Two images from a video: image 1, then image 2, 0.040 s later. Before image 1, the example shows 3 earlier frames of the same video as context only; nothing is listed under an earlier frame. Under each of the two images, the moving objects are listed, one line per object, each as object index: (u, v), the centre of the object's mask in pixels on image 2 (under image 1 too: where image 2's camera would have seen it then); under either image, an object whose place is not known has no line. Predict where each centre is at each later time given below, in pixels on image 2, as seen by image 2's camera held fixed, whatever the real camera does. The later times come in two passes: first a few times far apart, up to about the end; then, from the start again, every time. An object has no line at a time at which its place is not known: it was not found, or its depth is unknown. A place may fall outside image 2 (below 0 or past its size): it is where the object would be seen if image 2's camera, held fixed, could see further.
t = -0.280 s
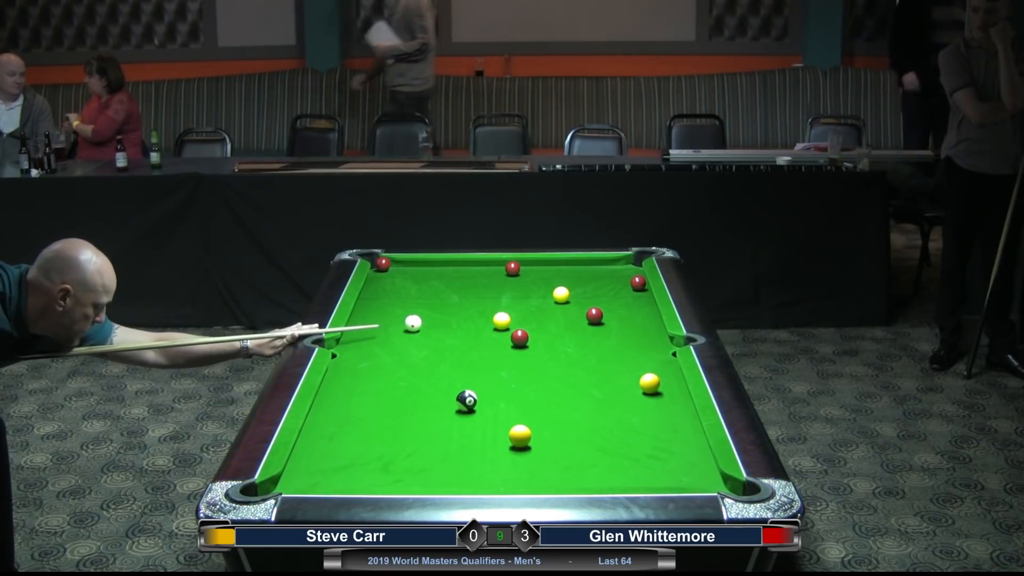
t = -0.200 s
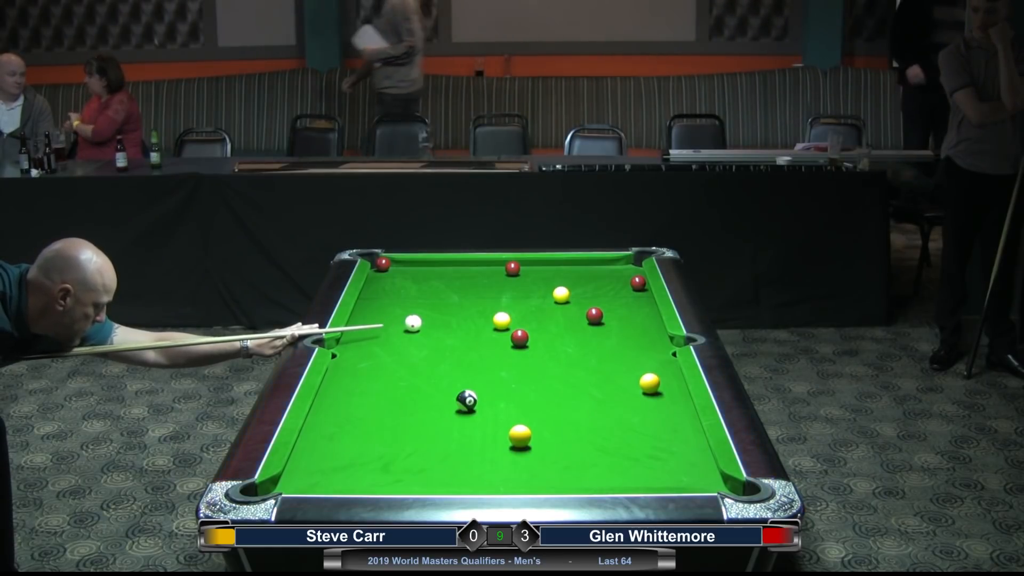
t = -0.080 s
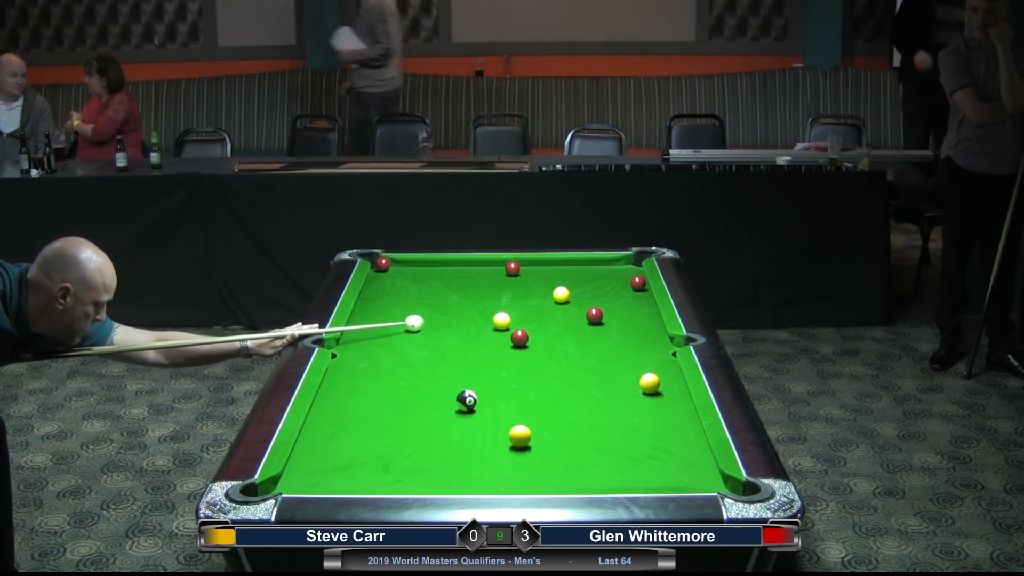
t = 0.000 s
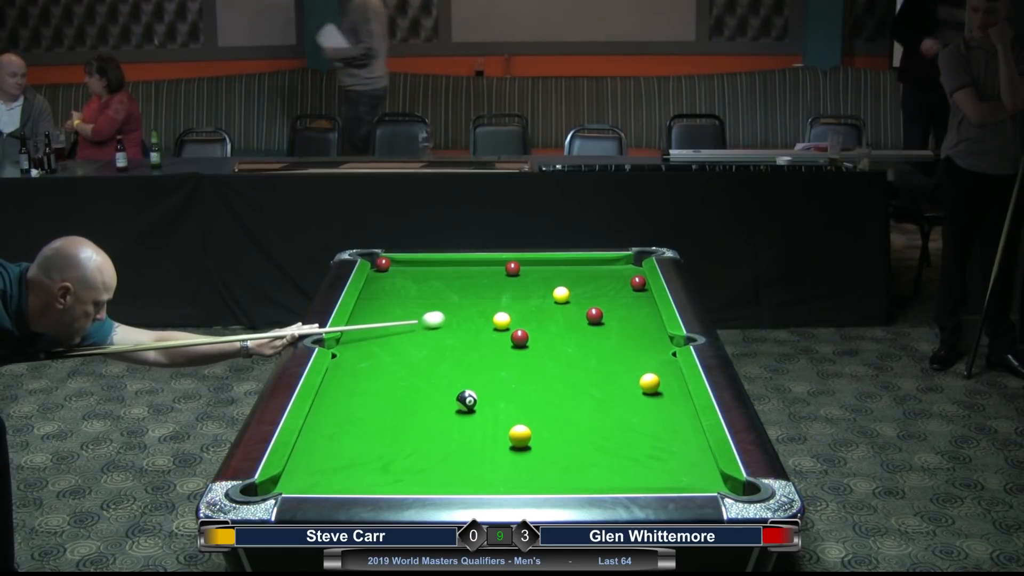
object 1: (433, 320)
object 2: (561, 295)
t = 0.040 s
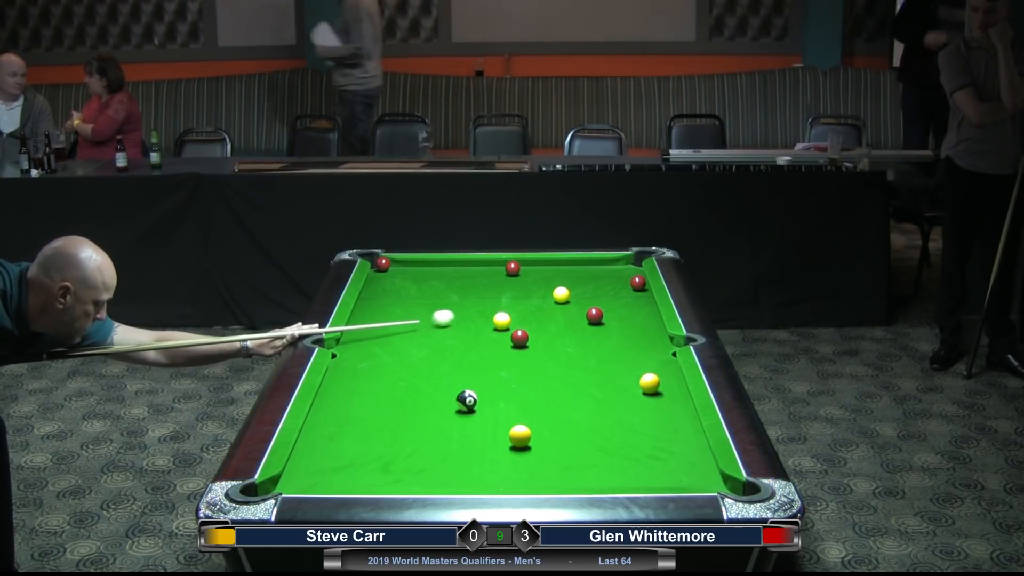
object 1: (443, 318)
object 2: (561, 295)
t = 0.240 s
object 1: (488, 310)
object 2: (561, 295)
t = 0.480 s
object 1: (540, 302)
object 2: (561, 295)
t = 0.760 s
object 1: (579, 301)
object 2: (571, 288)
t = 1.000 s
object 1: (607, 302)
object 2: (583, 283)
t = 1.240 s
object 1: (632, 303)
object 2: (593, 278)
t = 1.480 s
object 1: (644, 304)
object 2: (601, 273)
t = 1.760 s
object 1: (628, 305)
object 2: (610, 269)
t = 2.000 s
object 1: (615, 306)
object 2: (616, 265)
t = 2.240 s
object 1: (605, 306)
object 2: (621, 263)
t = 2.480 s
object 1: (596, 305)
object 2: (625, 260)
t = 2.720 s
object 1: (588, 305)
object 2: (629, 260)
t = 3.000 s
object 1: (583, 307)
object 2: (632, 260)
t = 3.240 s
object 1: (580, 308)
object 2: (633, 261)
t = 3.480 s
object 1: (580, 308)
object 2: (633, 261)
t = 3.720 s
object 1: (580, 308)
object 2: (633, 261)
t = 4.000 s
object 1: (580, 308)
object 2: (633, 261)
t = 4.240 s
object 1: (580, 308)
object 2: (633, 261)
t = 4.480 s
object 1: (580, 308)
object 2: (633, 261)
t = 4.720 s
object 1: (580, 308)
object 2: (633, 261)
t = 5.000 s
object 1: (580, 308)
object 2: (633, 260)
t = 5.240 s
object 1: (580, 308)
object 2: (633, 260)
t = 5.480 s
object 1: (580, 308)
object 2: (633, 260)
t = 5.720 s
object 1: (580, 308)
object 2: (633, 261)
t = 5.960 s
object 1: (580, 308)
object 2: (633, 260)
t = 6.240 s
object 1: (580, 308)
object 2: (633, 261)
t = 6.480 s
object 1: (580, 308)
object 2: (633, 260)
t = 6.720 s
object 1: (580, 308)
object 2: (633, 261)
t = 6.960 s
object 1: (580, 308)
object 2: (633, 260)
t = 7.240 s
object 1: (580, 308)
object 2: (633, 261)
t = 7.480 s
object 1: (580, 308)
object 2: (633, 261)
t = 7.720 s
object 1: (580, 308)
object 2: (633, 260)
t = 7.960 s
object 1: (580, 308)
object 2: (633, 260)
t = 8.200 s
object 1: (580, 308)
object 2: (633, 260)
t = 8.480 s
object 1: (580, 308)
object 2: (633, 260)
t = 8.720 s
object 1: (580, 308)
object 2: (633, 260)
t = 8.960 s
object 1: (580, 308)
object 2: (633, 261)
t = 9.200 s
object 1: (580, 308)
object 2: (633, 260)
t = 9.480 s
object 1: (580, 308)
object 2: (633, 261)
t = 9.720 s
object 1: (580, 308)
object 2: (633, 261)
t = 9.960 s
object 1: (580, 308)
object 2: (633, 261)
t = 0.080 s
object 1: (452, 317)
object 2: (561, 295)
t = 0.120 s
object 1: (462, 315)
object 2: (561, 295)
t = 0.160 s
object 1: (471, 313)
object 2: (561, 295)
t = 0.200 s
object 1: (480, 312)
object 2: (561, 295)
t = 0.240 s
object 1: (488, 310)
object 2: (561, 295)
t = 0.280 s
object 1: (497, 307)
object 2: (561, 295)
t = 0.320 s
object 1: (506, 306)
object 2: (561, 295)
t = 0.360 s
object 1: (515, 306)
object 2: (561, 295)
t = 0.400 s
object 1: (523, 304)
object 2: (561, 295)
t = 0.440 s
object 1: (531, 303)
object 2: (561, 295)
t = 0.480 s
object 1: (540, 302)
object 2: (561, 295)
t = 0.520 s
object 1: (547, 300)
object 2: (562, 294)
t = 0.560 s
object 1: (554, 300)
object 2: (564, 292)
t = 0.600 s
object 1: (559, 300)
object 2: (565, 290)
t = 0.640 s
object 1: (564, 300)
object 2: (566, 289)
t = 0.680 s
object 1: (569, 301)
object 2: (568, 288)
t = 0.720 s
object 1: (574, 301)
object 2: (570, 288)
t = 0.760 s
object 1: (579, 301)
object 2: (571, 288)
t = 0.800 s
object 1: (583, 301)
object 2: (573, 287)
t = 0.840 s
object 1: (588, 301)
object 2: (576, 286)
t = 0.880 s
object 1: (593, 301)
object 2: (578, 286)
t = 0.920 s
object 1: (598, 301)
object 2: (579, 285)
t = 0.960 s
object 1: (602, 302)
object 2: (581, 284)
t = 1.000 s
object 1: (607, 302)
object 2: (583, 283)
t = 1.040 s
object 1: (611, 302)
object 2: (585, 282)
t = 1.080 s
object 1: (615, 302)
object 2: (586, 281)
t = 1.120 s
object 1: (619, 303)
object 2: (588, 280)
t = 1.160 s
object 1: (624, 303)
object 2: (589, 279)
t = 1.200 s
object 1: (628, 303)
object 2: (591, 278)
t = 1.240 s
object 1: (632, 303)
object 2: (593, 278)
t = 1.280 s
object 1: (636, 303)
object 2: (594, 277)
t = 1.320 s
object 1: (640, 304)
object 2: (596, 276)
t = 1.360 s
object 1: (644, 304)
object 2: (597, 275)
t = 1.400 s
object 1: (648, 304)
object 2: (598, 275)
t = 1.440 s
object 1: (647, 304)
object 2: (600, 274)
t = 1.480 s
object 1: (644, 304)
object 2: (601, 273)
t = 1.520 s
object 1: (642, 304)
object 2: (602, 272)
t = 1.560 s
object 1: (639, 305)
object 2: (604, 272)
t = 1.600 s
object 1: (637, 305)
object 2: (605, 271)
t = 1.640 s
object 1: (635, 305)
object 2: (606, 270)
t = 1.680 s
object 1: (632, 305)
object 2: (607, 270)
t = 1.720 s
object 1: (630, 305)
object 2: (608, 269)
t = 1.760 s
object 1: (628, 305)
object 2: (610, 269)
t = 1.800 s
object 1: (625, 305)
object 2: (611, 268)
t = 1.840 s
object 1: (623, 306)
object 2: (612, 267)
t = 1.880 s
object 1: (621, 306)
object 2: (613, 267)
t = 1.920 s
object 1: (619, 306)
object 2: (614, 266)
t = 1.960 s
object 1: (617, 306)
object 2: (614, 266)
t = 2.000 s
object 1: (615, 306)
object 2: (616, 265)
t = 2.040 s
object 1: (613, 306)
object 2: (616, 265)
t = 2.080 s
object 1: (611, 306)
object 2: (617, 264)
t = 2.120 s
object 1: (610, 306)
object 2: (618, 264)
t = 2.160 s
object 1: (608, 306)
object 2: (619, 263)
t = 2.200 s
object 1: (606, 306)
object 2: (620, 263)
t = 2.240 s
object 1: (605, 306)
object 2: (621, 263)
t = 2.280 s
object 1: (603, 306)
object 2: (621, 262)
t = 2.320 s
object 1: (602, 306)
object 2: (622, 262)
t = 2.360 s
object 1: (601, 305)
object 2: (623, 261)
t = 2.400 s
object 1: (599, 305)
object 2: (624, 261)
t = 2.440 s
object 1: (598, 305)
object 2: (624, 261)
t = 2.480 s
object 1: (596, 305)
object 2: (625, 260)
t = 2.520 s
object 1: (594, 304)
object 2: (626, 260)
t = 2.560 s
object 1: (593, 304)
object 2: (626, 260)
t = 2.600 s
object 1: (591, 304)
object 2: (627, 260)
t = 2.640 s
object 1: (590, 305)
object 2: (628, 260)
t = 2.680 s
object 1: (589, 305)
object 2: (629, 260)
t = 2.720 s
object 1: (588, 305)
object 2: (629, 260)
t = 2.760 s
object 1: (587, 306)
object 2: (630, 260)
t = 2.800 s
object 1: (586, 306)
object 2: (631, 260)
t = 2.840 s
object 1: (585, 306)
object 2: (631, 260)
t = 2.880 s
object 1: (585, 306)
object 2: (632, 260)
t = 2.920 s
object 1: (584, 307)
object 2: (632, 260)
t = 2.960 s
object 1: (583, 307)
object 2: (632, 260)
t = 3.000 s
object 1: (583, 307)
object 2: (632, 260)
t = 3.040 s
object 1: (582, 307)
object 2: (633, 260)
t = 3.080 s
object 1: (582, 308)
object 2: (633, 260)
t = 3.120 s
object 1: (581, 308)
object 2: (633, 260)
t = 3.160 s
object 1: (581, 308)
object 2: (633, 260)
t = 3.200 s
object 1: (581, 308)
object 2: (633, 261)
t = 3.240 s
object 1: (580, 308)
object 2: (633, 261)
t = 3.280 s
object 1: (580, 308)
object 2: (633, 261)
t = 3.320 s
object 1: (580, 308)
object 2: (633, 261)
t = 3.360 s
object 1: (580, 308)
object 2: (633, 260)
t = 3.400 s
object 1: (580, 308)
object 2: (633, 261)
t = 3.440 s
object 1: (580, 308)
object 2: (633, 261)
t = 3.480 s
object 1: (580, 308)
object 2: (633, 261)
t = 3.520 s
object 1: (580, 308)
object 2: (633, 261)
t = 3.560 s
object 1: (580, 308)
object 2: (633, 261)
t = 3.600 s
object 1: (580, 308)
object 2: (633, 261)
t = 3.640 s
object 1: (580, 308)
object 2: (633, 261)
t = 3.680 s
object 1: (580, 308)
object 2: (633, 261)
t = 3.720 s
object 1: (580, 308)
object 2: (633, 261)
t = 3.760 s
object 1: (580, 308)
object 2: (633, 261)
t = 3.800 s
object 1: (580, 308)
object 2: (633, 261)
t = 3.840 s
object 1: (580, 308)
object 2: (633, 261)
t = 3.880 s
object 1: (580, 308)
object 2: (633, 261)
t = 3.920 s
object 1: (580, 308)
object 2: (633, 261)
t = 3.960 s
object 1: (580, 308)
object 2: (633, 261)
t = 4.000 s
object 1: (580, 308)
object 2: (633, 261)
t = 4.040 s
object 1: (580, 308)
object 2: (633, 261)
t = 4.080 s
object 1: (580, 308)
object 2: (633, 261)
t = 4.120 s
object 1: (580, 308)
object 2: (633, 261)
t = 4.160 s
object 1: (580, 308)
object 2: (633, 261)
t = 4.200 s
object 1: (580, 308)
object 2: (633, 261)
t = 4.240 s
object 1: (580, 308)
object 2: (633, 261)
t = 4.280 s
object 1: (580, 308)
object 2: (633, 261)
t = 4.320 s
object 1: (580, 308)
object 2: (633, 261)
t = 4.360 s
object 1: (580, 308)
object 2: (633, 261)
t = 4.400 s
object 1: (580, 308)
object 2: (633, 261)
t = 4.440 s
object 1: (580, 308)
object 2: (633, 261)
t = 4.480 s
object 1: (580, 308)
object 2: (633, 261)
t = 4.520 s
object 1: (580, 308)
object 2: (633, 261)
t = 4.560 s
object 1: (580, 308)
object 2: (633, 261)
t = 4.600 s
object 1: (580, 308)
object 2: (633, 261)
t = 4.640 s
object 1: (580, 308)
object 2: (633, 261)
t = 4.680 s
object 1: (580, 308)
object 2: (633, 261)
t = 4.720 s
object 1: (580, 308)
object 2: (633, 261)
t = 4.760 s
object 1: (580, 308)
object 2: (633, 261)
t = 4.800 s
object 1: (580, 308)
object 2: (633, 261)
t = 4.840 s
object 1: (580, 308)
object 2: (633, 261)
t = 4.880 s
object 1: (580, 308)
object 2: (633, 260)
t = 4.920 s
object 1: (580, 308)
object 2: (633, 260)
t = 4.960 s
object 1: (580, 308)
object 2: (633, 260)
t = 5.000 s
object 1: (580, 308)
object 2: (633, 260)
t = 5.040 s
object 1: (580, 308)
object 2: (633, 260)
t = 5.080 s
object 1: (580, 308)
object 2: (633, 261)
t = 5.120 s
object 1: (580, 308)
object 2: (633, 260)
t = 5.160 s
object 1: (580, 308)
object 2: (633, 260)
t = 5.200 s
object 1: (580, 308)
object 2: (633, 260)
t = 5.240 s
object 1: (580, 308)
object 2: (633, 260)
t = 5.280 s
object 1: (580, 308)
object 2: (633, 260)
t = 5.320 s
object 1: (580, 308)
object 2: (633, 260)
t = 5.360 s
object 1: (580, 308)
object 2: (633, 261)
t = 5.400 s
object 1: (580, 308)
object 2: (633, 261)
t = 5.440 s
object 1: (580, 308)
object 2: (633, 260)
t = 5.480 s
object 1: (580, 308)
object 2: (633, 260)
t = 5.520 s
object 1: (580, 308)
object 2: (633, 260)
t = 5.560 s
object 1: (580, 308)
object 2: (633, 260)
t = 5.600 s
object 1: (580, 308)
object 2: (633, 261)
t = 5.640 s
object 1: (580, 308)
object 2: (633, 260)
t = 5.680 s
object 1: (580, 308)
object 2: (633, 260)
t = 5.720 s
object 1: (580, 308)
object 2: (633, 261)
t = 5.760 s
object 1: (580, 308)
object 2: (633, 260)
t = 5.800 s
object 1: (580, 308)
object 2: (633, 260)
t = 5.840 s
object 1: (580, 308)
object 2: (633, 260)
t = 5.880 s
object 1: (580, 308)
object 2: (633, 260)
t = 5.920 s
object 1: (580, 308)
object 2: (633, 260)
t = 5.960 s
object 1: (580, 308)
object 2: (633, 260)
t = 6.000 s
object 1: (580, 308)
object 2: (633, 260)
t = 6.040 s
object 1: (580, 308)
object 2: (633, 260)
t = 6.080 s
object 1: (580, 308)
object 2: (633, 260)
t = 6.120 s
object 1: (580, 308)
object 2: (633, 260)
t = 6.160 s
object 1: (580, 308)
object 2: (633, 261)
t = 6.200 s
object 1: (580, 308)
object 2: (633, 261)
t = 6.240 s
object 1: (580, 308)
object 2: (633, 261)
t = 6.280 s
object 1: (580, 308)
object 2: (633, 261)
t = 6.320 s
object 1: (580, 308)
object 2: (633, 260)
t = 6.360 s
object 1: (580, 308)
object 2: (633, 260)
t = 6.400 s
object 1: (580, 308)
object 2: (633, 261)
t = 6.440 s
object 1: (580, 308)
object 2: (633, 260)
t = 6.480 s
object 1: (580, 308)
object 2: (633, 260)
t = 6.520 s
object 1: (580, 308)
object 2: (633, 261)
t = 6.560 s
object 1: (580, 308)
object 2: (633, 261)
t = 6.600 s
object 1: (580, 308)
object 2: (633, 261)
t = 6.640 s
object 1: (580, 308)
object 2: (633, 260)
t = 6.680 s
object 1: (580, 308)
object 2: (633, 261)
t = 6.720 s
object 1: (580, 308)
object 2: (633, 261)
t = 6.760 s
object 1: (580, 308)
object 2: (633, 261)
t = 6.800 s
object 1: (580, 308)
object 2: (633, 261)
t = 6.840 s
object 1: (580, 308)
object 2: (633, 260)
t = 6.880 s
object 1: (580, 308)
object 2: (633, 260)
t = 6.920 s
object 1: (580, 308)
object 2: (633, 261)
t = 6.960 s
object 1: (580, 308)
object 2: (633, 260)
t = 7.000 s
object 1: (580, 308)
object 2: (633, 260)
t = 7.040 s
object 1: (580, 308)
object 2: (633, 261)
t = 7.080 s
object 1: (580, 308)
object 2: (633, 260)
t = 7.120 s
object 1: (580, 308)
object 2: (633, 260)
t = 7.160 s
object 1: (580, 308)
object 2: (633, 261)
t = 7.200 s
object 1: (580, 308)
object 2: (633, 260)
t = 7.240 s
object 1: (580, 308)
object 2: (633, 261)
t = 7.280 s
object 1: (580, 308)
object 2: (633, 260)
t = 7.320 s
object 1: (580, 308)
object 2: (633, 261)
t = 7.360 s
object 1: (580, 308)
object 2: (633, 261)
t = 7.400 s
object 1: (580, 308)
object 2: (633, 261)
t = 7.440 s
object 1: (580, 308)
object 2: (633, 261)
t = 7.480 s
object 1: (580, 308)
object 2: (633, 261)
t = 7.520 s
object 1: (580, 308)
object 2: (633, 261)
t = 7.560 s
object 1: (580, 308)
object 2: (633, 261)
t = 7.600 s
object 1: (580, 308)
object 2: (633, 261)
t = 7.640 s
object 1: (580, 308)
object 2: (633, 261)
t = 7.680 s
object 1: (580, 308)
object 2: (633, 261)
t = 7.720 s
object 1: (580, 308)
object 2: (633, 260)
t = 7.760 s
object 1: (580, 308)
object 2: (633, 260)
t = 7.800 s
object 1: (580, 308)
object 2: (633, 260)
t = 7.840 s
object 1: (580, 308)
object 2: (633, 260)
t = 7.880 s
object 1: (580, 308)
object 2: (633, 260)
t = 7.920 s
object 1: (580, 308)
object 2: (633, 260)
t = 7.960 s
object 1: (580, 308)
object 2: (633, 260)
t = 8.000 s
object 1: (580, 308)
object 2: (633, 260)
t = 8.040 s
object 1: (580, 308)
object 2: (633, 260)
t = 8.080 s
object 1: (580, 308)
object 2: (633, 261)
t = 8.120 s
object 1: (580, 308)
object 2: (633, 260)
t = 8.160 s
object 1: (580, 308)
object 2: (633, 260)
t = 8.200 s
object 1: (580, 308)
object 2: (633, 260)
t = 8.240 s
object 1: (580, 308)
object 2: (633, 260)
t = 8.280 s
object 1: (580, 308)
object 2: (633, 260)
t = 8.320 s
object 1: (580, 308)
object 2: (633, 261)
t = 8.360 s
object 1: (580, 308)
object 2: (633, 260)
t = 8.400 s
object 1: (580, 308)
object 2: (633, 260)
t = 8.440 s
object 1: (580, 308)
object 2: (633, 260)
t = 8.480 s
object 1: (580, 308)
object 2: (633, 260)
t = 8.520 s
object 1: (580, 308)
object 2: (633, 260)
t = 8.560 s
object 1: (580, 308)
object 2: (633, 260)
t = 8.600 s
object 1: (580, 308)
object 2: (633, 260)
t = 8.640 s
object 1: (580, 308)
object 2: (633, 261)
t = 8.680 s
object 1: (580, 308)
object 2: (633, 261)
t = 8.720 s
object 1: (580, 308)
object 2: (633, 260)
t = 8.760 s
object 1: (580, 308)
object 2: (633, 261)
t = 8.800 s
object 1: (580, 308)
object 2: (633, 261)
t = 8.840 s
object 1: (580, 308)
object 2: (633, 261)
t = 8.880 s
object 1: (580, 308)
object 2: (633, 260)
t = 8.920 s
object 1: (580, 308)
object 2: (633, 260)
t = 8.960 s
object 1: (580, 308)
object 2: (633, 261)
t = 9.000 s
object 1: (580, 308)
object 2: (633, 260)
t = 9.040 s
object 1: (580, 308)
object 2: (633, 261)
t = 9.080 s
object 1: (580, 308)
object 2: (633, 261)
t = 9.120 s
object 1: (580, 308)
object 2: (633, 260)
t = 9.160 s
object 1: (580, 308)
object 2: (633, 260)
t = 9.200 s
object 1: (580, 308)
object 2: (633, 260)
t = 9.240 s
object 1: (580, 308)
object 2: (633, 260)
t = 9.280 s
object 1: (580, 308)
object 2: (633, 261)
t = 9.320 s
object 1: (580, 308)
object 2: (633, 260)
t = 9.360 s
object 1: (580, 308)
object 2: (633, 261)
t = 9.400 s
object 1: (580, 308)
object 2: (633, 261)
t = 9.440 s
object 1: (580, 308)
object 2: (633, 261)
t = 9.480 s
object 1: (580, 308)
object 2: (633, 261)
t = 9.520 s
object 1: (580, 308)
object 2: (633, 261)
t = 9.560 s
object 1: (580, 308)
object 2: (633, 261)
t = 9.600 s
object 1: (580, 308)
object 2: (633, 261)
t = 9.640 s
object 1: (580, 308)
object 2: (633, 261)
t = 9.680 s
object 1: (580, 308)
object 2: (633, 261)
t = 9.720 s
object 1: (580, 308)
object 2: (633, 261)
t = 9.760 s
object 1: (580, 308)
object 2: (633, 261)
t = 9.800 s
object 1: (580, 308)
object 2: (633, 261)
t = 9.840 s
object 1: (580, 308)
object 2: (633, 261)
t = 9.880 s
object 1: (580, 308)
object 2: (633, 261)
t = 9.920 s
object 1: (580, 308)
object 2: (633, 261)
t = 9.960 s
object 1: (580, 308)
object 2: (633, 261)
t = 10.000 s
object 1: (580, 308)
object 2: (633, 261)
